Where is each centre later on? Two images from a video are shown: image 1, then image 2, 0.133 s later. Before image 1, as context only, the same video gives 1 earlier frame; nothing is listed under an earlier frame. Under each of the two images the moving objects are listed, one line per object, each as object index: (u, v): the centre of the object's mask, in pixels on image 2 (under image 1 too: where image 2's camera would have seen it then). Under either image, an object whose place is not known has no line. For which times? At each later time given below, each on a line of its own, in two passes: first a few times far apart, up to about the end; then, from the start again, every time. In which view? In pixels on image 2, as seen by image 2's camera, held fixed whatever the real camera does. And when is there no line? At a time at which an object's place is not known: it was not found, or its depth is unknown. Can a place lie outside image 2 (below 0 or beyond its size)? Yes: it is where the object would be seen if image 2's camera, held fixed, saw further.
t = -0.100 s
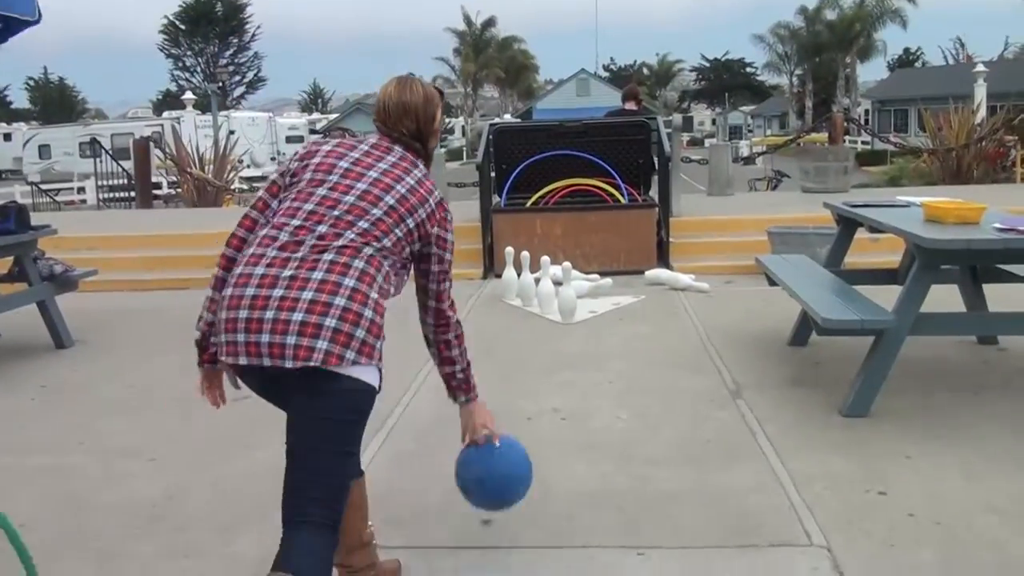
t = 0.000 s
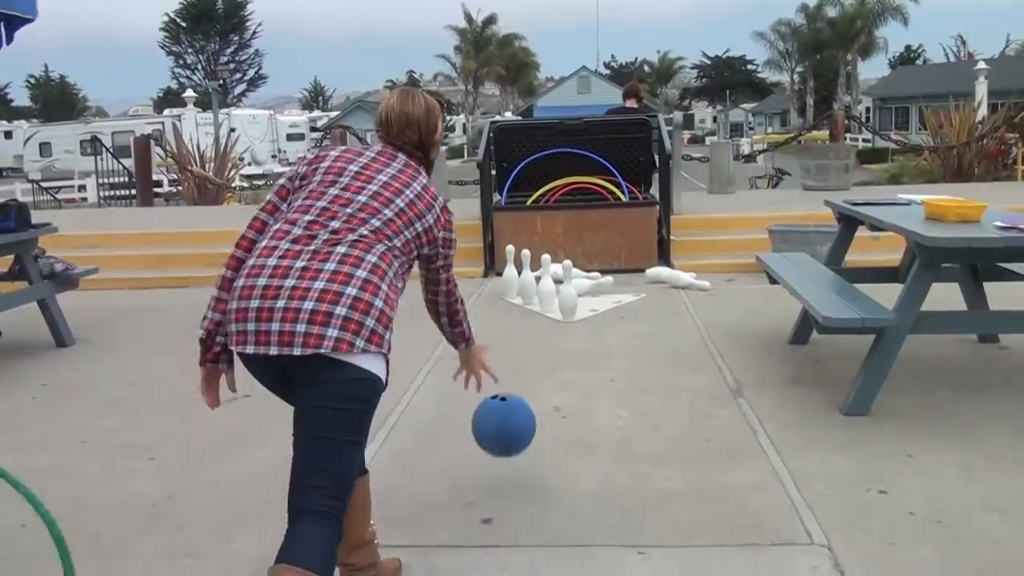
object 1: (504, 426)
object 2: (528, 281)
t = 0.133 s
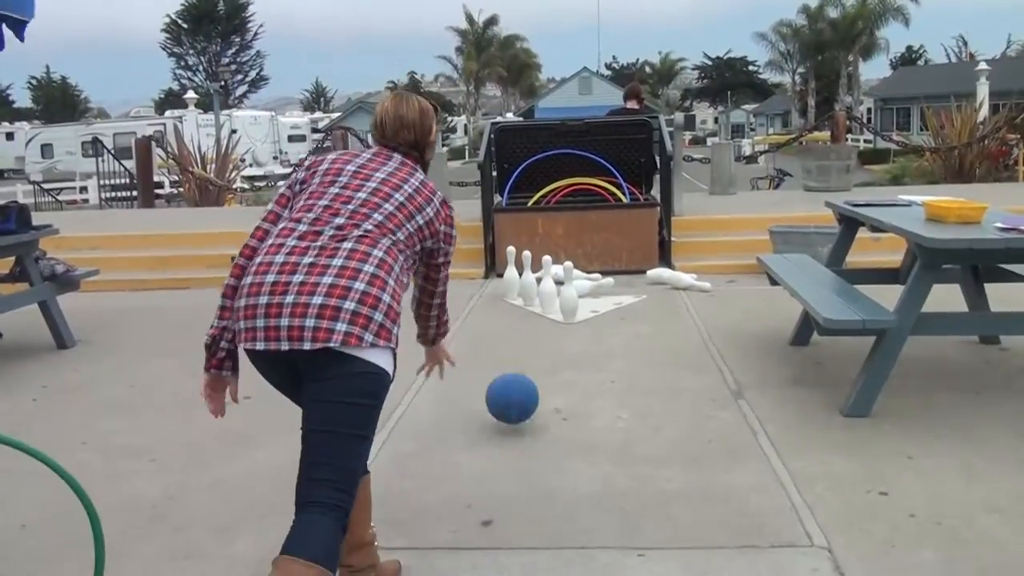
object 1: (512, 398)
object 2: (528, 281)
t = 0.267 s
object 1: (517, 358)
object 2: (527, 281)
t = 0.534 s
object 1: (526, 326)
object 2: (528, 282)
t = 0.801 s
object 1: (534, 307)
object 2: (527, 274)
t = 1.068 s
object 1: (526, 274)
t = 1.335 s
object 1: (511, 281)
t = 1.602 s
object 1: (493, 282)
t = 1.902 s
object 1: (473, 278)
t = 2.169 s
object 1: (456, 276)
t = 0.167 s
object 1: (513, 383)
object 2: (528, 281)
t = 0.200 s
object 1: (514, 372)
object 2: (527, 281)
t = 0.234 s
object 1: (516, 364)
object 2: (527, 281)
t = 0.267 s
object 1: (517, 358)
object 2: (527, 281)
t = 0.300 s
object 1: (518, 355)
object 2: (527, 281)
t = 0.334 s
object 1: (519, 355)
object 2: (528, 281)
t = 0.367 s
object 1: (521, 357)
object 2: (527, 281)
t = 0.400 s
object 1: (522, 355)
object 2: (528, 281)
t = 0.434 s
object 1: (523, 344)
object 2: (528, 281)
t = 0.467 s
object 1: (524, 336)
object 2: (528, 281)
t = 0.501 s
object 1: (525, 330)
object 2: (528, 282)
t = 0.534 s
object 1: (526, 326)
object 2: (528, 282)
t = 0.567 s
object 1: (527, 325)
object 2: (527, 281)
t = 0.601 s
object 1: (528, 326)
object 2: (528, 282)
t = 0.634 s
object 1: (529, 326)
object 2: (528, 282)
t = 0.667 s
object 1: (530, 319)
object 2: (527, 279)
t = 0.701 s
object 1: (531, 313)
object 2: (527, 276)
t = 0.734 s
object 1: (532, 309)
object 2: (527, 274)
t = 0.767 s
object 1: (533, 307)
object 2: (527, 273)
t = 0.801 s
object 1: (534, 307)
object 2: (527, 274)
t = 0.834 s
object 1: (535, 304)
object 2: (527, 272)
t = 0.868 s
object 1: (536, 299)
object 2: (526, 270)
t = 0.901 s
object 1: (535, 291)
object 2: (526, 264)
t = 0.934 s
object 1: (533, 285)
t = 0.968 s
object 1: (531, 280)
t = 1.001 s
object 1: (529, 277)
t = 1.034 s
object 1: (528, 275)
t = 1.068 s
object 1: (526, 274)
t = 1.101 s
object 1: (524, 274)
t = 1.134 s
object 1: (523, 275)
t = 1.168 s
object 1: (521, 278)
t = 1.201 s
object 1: (520, 282)
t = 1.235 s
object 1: (518, 287)
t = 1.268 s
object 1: (516, 286)
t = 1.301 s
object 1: (513, 282)
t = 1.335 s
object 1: (511, 281)
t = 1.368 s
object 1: (509, 280)
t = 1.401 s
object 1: (507, 280)
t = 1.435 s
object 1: (505, 283)
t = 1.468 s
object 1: (503, 283)
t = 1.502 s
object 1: (500, 281)
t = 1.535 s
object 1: (498, 279)
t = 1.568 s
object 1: (496, 280)
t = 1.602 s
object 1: (493, 282)
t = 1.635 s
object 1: (491, 281)
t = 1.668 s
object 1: (489, 280)
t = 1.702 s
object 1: (487, 280)
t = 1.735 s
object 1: (484, 280)
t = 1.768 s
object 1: (482, 279)
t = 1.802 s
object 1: (480, 279)
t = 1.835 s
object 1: (477, 279)
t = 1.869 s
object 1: (475, 279)
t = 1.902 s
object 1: (473, 278)
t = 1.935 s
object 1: (472, 278)
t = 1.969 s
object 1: (469, 278)
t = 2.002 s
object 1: (467, 278)
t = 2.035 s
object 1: (465, 277)
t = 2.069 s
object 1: (463, 277)
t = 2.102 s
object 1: (461, 277)
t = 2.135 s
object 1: (458, 276)
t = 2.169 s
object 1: (456, 276)
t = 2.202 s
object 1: (454, 275)
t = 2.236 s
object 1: (452, 275)
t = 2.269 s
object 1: (450, 275)
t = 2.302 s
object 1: (448, 275)
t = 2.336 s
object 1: (445, 274)
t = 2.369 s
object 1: (443, 274)
